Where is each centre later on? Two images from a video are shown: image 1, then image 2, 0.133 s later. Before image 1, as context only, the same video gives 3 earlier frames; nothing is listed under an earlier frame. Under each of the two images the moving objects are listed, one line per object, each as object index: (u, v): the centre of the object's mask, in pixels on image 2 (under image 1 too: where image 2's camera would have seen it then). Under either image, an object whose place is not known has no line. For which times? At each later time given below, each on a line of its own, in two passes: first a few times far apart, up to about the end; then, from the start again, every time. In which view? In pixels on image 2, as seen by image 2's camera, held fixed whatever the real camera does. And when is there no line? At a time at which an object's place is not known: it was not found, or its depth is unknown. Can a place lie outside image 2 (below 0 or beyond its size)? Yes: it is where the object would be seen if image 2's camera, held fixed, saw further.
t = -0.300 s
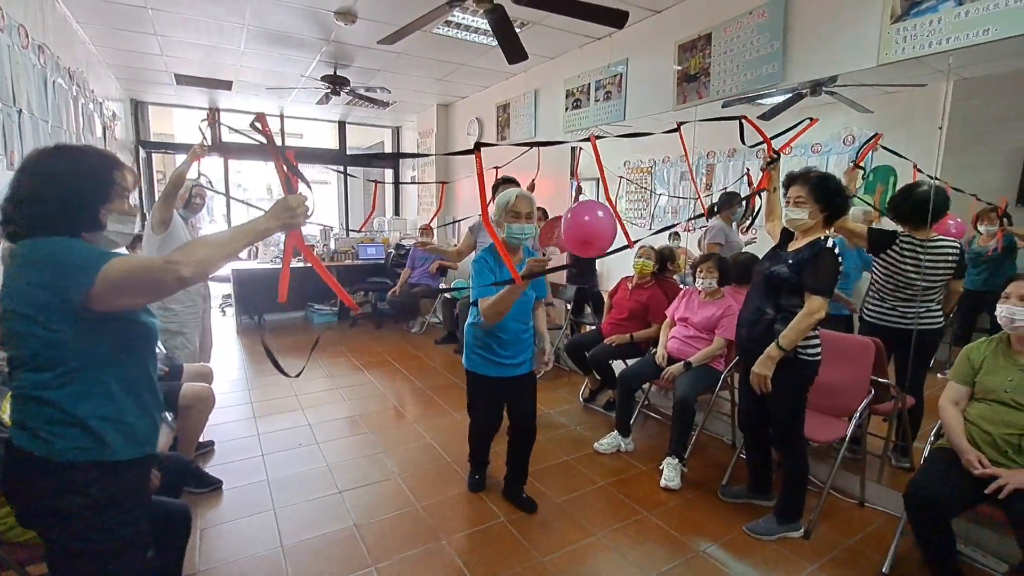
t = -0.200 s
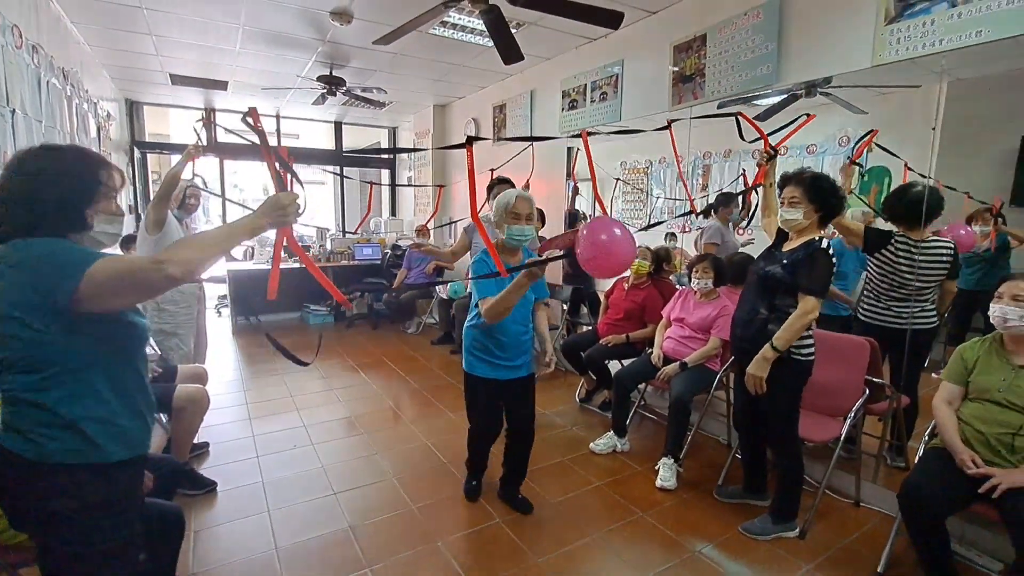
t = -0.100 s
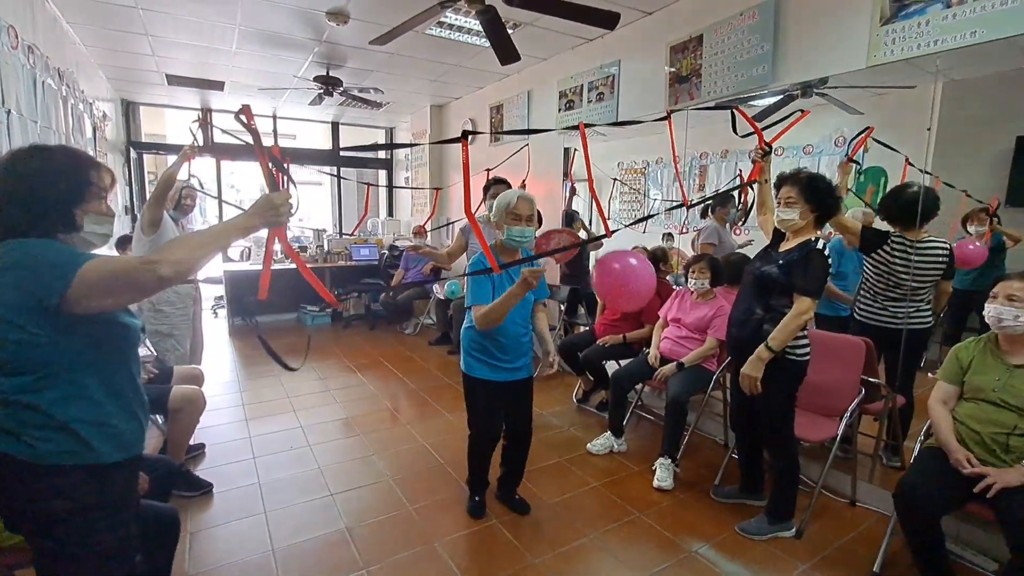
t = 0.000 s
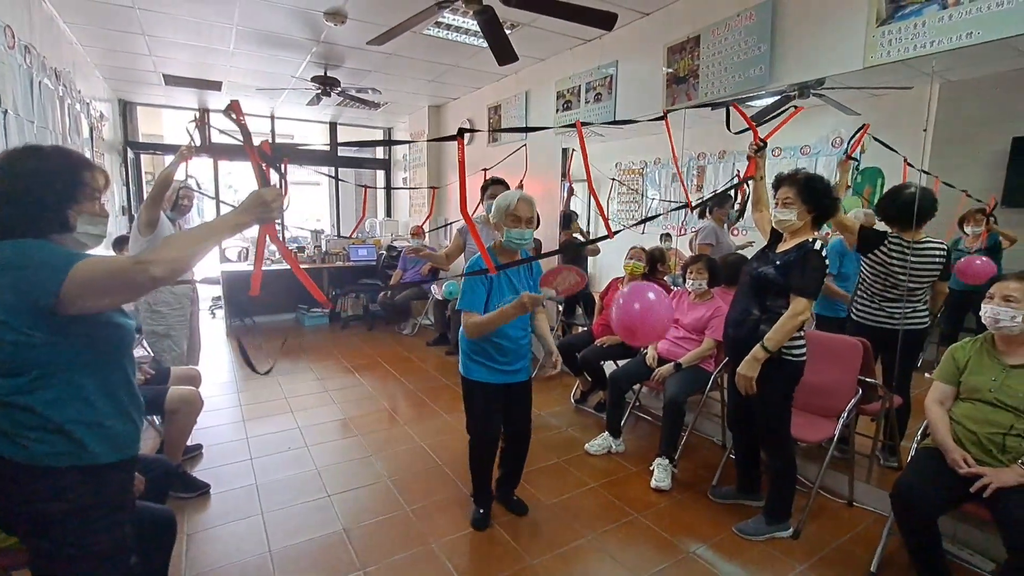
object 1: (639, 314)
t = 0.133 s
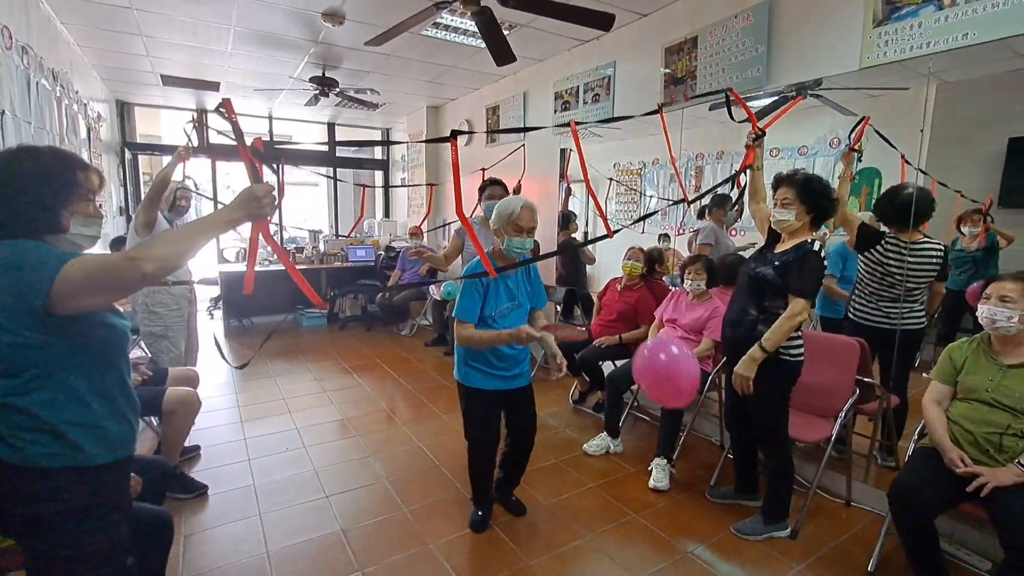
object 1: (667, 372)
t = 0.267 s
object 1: (696, 438)
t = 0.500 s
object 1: (743, 541)
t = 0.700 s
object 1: (764, 571)
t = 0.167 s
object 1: (674, 387)
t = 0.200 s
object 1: (681, 403)
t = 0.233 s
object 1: (689, 420)
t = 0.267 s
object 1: (696, 438)
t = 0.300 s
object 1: (704, 455)
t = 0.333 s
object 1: (712, 471)
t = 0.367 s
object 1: (719, 486)
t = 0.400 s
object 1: (726, 499)
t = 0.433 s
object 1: (732, 510)
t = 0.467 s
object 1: (737, 527)
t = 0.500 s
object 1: (743, 541)
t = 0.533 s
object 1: (748, 549)
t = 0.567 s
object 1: (752, 555)
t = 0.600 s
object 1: (756, 560)
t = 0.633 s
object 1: (759, 565)
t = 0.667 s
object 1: (762, 568)
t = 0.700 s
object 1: (764, 571)
